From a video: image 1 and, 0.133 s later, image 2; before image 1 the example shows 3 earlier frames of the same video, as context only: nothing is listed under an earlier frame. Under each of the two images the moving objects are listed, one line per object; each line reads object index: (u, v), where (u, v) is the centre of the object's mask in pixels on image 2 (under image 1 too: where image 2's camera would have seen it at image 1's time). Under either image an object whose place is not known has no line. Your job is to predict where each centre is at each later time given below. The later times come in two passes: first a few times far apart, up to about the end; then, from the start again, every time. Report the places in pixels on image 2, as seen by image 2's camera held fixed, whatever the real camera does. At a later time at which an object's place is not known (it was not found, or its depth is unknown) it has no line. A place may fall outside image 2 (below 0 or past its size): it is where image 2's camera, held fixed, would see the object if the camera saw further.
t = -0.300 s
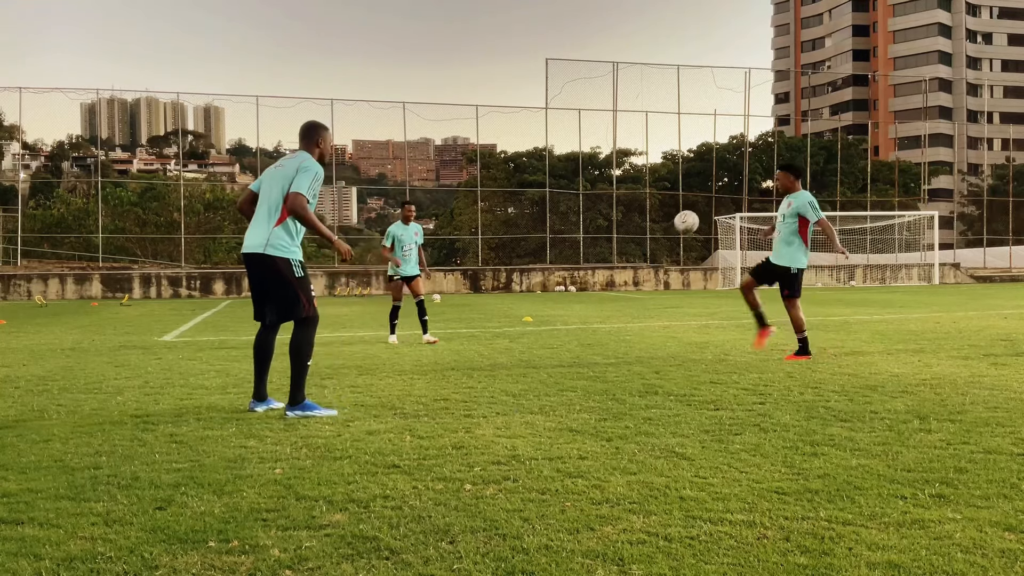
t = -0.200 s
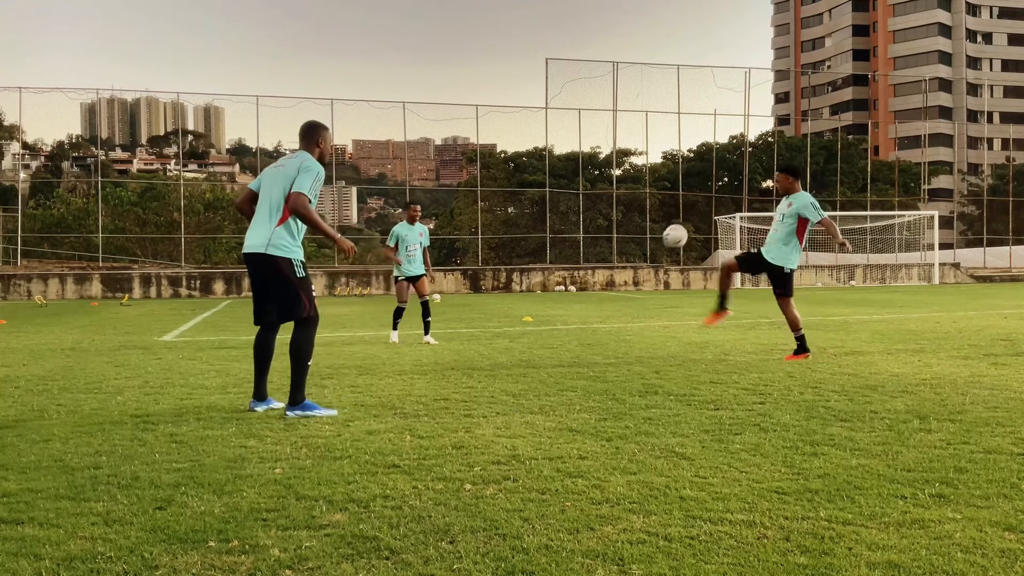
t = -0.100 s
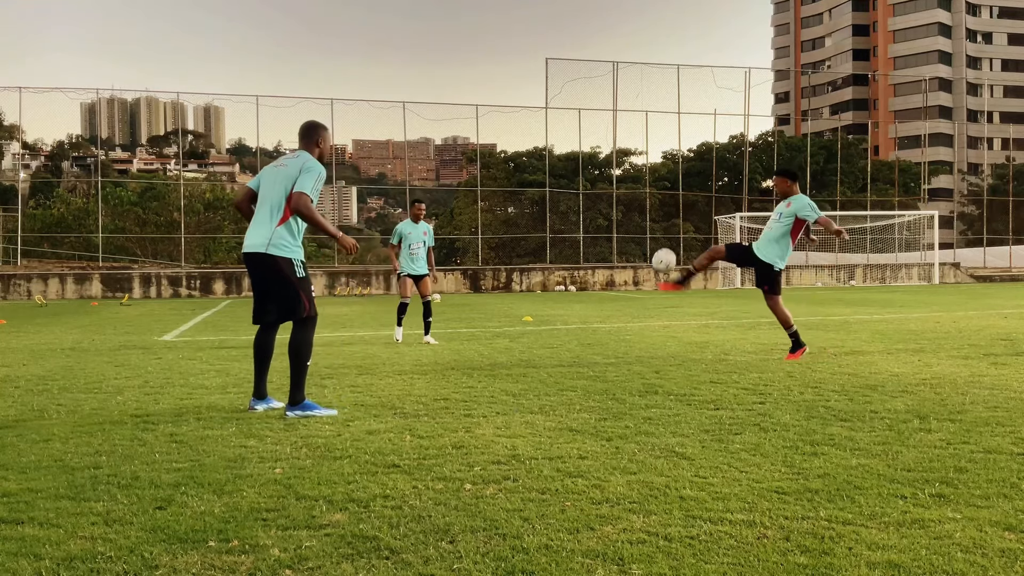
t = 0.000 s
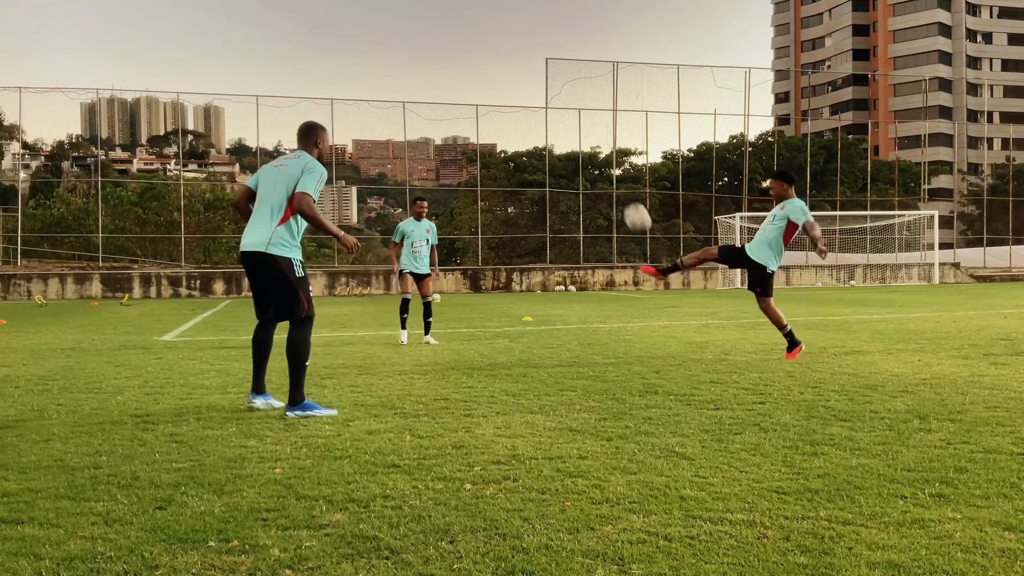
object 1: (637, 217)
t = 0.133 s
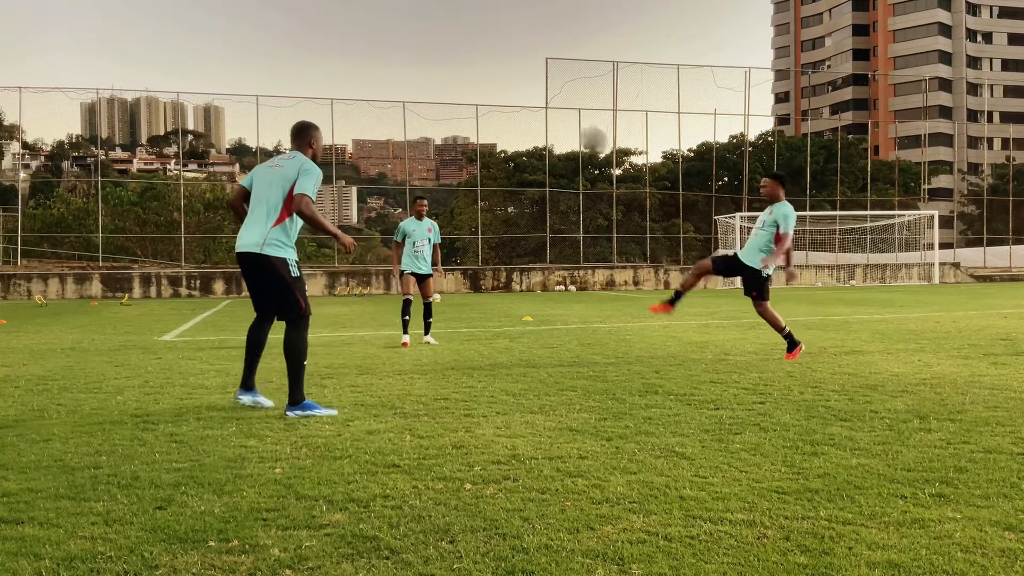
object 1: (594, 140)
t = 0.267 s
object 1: (546, 76)
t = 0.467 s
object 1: (463, 12)
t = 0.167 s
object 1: (582, 123)
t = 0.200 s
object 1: (570, 107)
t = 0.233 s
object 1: (558, 90)
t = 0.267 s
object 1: (546, 76)
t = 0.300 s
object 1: (532, 62)
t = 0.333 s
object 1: (519, 49)
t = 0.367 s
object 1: (506, 38)
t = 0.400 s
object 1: (493, 28)
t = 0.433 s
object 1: (478, 17)
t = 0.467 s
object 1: (463, 12)
